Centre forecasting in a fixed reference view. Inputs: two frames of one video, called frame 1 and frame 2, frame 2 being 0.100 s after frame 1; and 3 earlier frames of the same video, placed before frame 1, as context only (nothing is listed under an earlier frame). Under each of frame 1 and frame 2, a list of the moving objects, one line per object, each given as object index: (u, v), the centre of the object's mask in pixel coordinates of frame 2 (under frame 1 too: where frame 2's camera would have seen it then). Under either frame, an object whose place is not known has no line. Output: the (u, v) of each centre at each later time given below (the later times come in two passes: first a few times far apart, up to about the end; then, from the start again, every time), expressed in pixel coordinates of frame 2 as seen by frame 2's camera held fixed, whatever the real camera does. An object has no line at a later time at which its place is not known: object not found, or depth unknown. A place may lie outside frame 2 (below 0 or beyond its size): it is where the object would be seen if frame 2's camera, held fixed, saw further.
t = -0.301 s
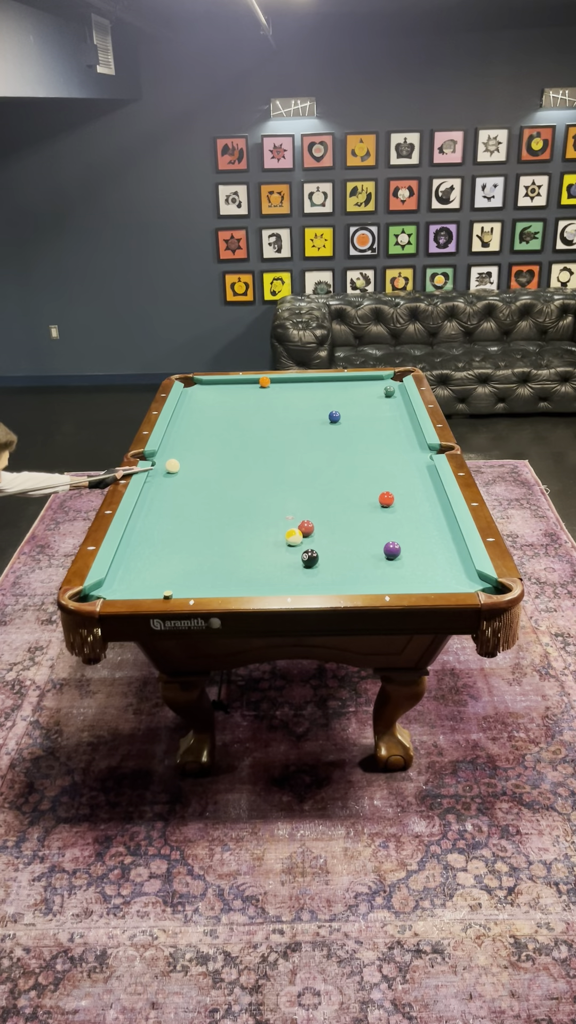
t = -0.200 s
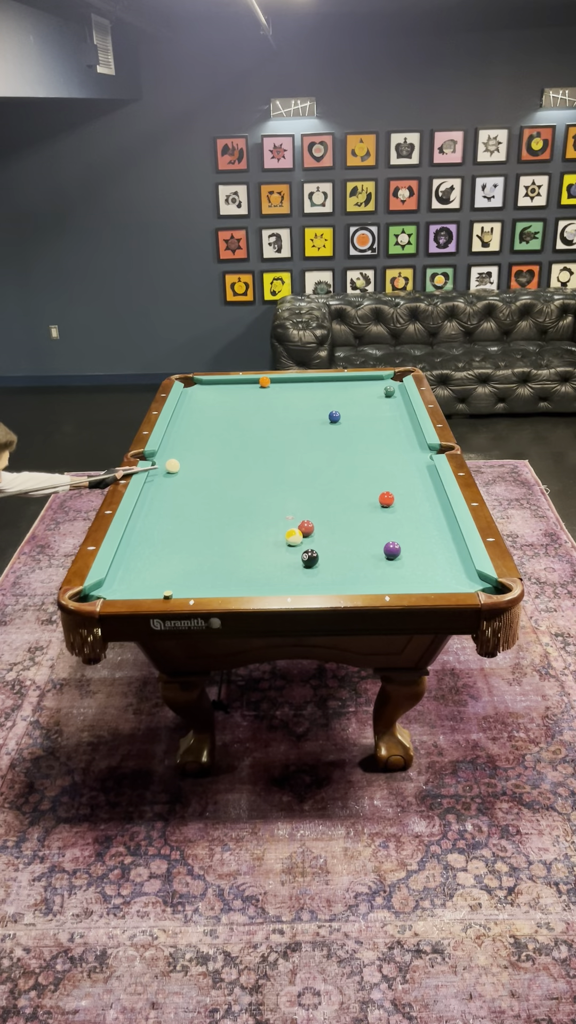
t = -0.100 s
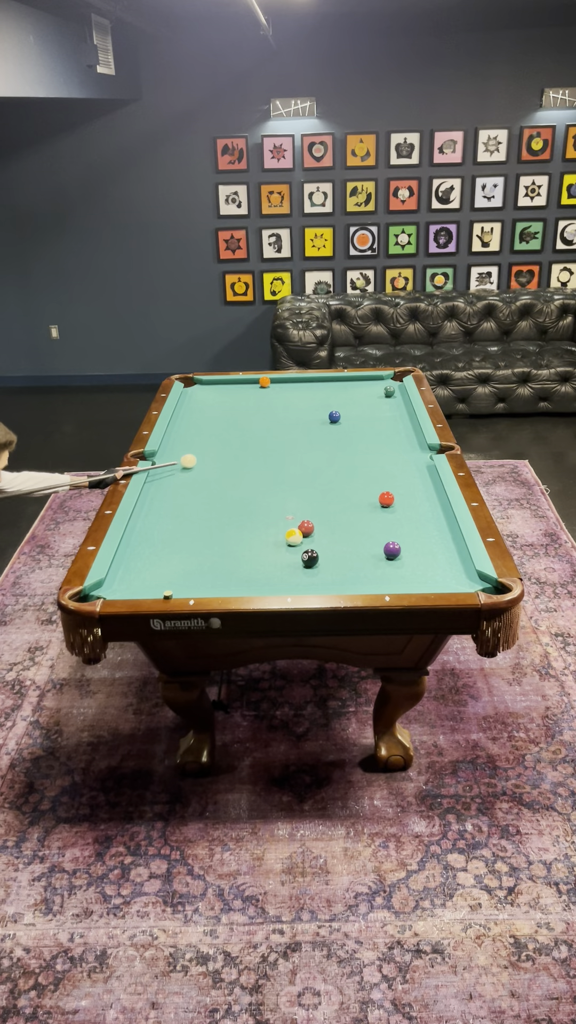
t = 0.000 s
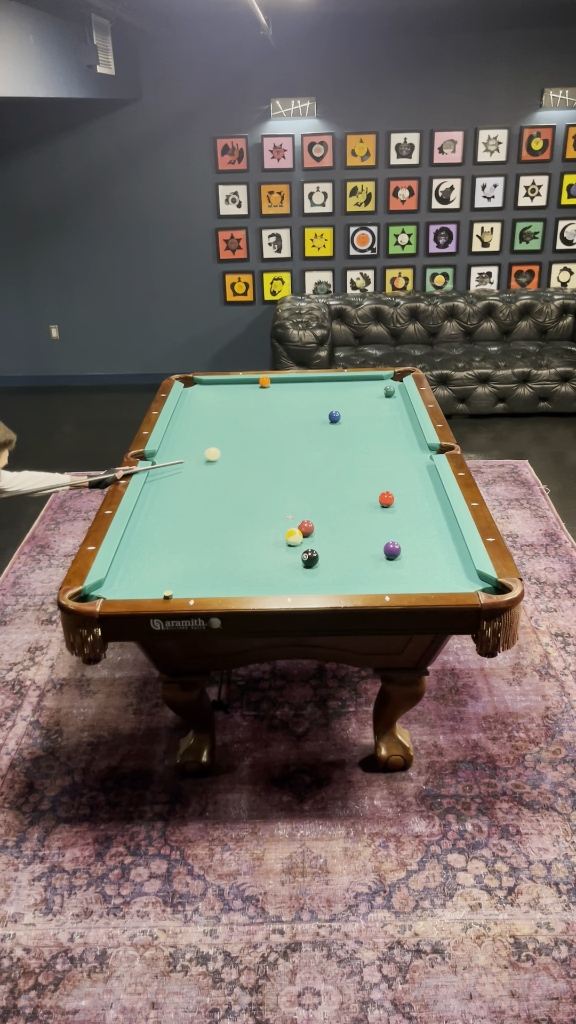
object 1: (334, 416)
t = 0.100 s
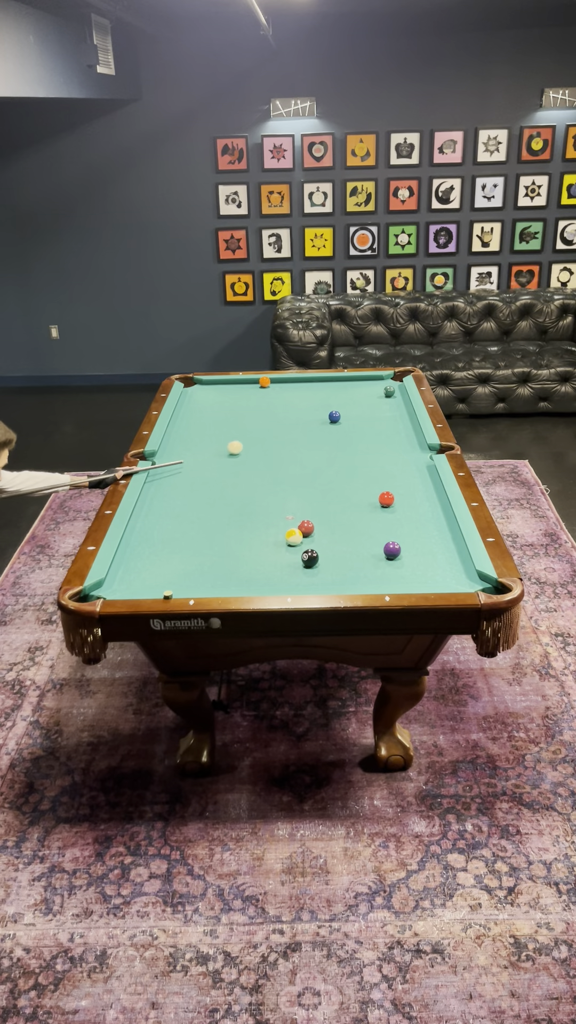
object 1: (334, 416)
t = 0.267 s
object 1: (334, 416)
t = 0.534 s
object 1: (335, 416)
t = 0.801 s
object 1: (352, 407)
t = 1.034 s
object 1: (366, 398)
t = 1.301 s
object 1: (377, 390)
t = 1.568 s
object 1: (379, 383)
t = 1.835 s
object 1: (380, 377)
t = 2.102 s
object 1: (383, 381)
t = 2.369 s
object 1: (384, 383)
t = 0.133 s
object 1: (334, 416)
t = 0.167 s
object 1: (334, 416)
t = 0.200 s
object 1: (334, 416)
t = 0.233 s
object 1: (334, 416)
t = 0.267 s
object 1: (334, 416)
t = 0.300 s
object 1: (334, 416)
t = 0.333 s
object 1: (334, 416)
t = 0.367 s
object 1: (334, 416)
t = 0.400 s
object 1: (334, 416)
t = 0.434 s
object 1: (334, 416)
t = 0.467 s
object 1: (334, 417)
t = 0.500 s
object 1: (334, 416)
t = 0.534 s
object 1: (335, 416)
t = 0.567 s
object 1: (336, 415)
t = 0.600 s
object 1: (339, 414)
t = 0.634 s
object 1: (341, 412)
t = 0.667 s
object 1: (344, 411)
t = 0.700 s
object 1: (345, 410)
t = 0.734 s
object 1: (348, 409)
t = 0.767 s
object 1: (350, 408)
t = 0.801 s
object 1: (352, 407)
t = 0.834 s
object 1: (354, 406)
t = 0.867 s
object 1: (356, 405)
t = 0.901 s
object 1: (358, 403)
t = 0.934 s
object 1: (360, 402)
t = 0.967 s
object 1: (362, 401)
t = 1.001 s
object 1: (364, 400)
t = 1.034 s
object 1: (366, 398)
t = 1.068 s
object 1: (368, 397)
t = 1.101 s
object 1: (370, 396)
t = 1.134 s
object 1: (372, 395)
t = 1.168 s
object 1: (374, 394)
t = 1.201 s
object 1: (375, 393)
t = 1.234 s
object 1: (377, 392)
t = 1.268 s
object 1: (378, 391)
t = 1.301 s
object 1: (377, 390)
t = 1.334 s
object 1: (378, 389)
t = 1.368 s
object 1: (378, 388)
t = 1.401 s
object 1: (378, 387)
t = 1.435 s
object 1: (378, 386)
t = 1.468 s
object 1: (378, 385)
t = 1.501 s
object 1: (378, 384)
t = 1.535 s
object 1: (379, 384)
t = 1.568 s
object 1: (379, 383)
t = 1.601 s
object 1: (379, 382)
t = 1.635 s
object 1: (379, 381)
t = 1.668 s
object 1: (379, 381)
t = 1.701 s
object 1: (379, 380)
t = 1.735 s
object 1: (380, 379)
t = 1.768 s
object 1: (380, 378)
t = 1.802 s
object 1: (380, 377)
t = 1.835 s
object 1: (380, 377)
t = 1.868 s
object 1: (381, 377)
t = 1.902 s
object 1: (381, 378)
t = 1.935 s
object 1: (381, 378)
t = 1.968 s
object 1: (382, 379)
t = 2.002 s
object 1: (382, 379)
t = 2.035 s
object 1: (382, 380)
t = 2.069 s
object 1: (383, 380)
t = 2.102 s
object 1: (383, 381)
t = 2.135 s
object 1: (383, 381)
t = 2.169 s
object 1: (383, 381)
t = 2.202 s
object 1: (384, 382)
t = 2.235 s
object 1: (384, 382)
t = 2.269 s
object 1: (384, 382)
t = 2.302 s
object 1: (384, 382)
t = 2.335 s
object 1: (384, 383)
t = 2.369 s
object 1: (384, 383)
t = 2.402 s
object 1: (384, 383)
